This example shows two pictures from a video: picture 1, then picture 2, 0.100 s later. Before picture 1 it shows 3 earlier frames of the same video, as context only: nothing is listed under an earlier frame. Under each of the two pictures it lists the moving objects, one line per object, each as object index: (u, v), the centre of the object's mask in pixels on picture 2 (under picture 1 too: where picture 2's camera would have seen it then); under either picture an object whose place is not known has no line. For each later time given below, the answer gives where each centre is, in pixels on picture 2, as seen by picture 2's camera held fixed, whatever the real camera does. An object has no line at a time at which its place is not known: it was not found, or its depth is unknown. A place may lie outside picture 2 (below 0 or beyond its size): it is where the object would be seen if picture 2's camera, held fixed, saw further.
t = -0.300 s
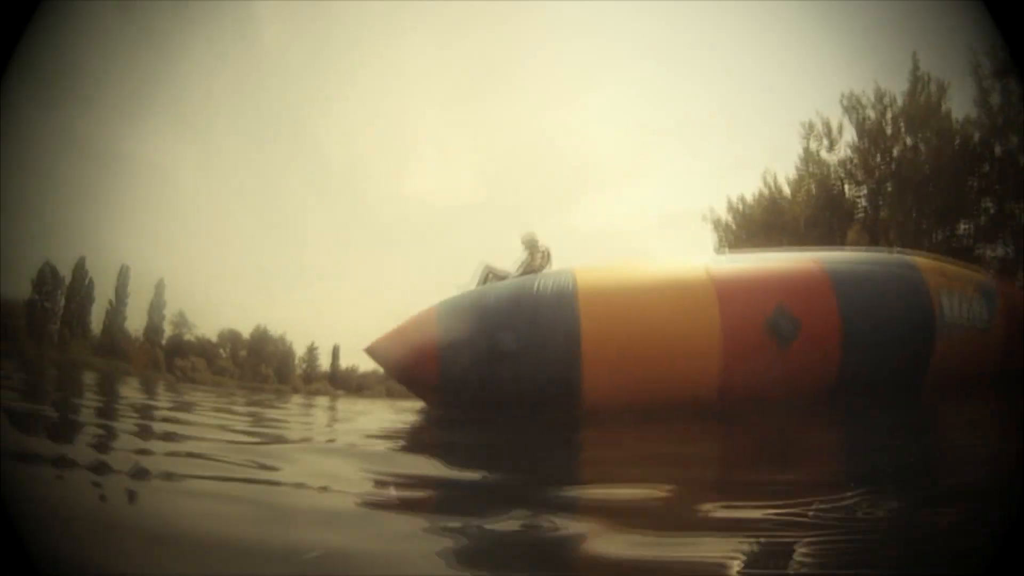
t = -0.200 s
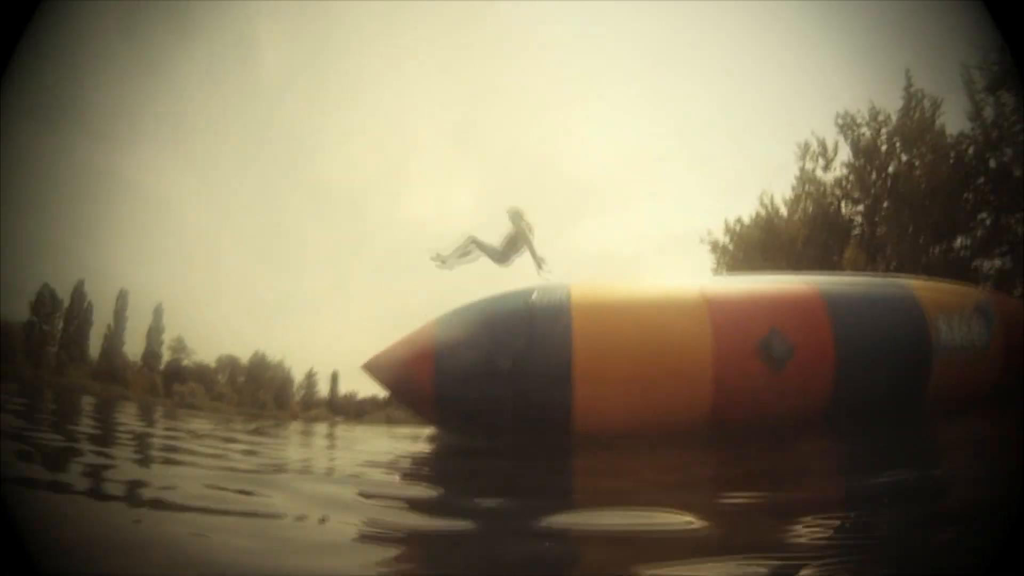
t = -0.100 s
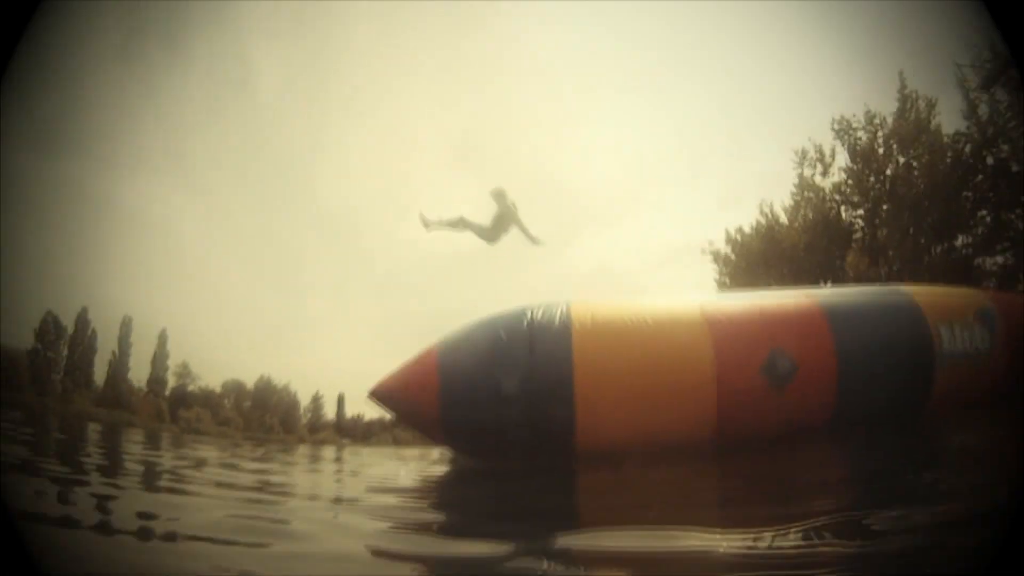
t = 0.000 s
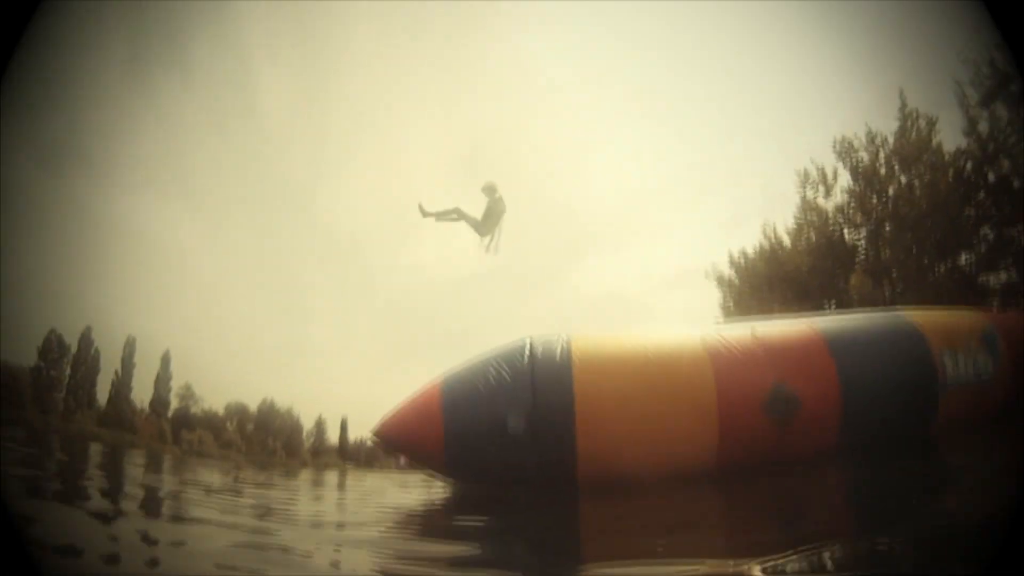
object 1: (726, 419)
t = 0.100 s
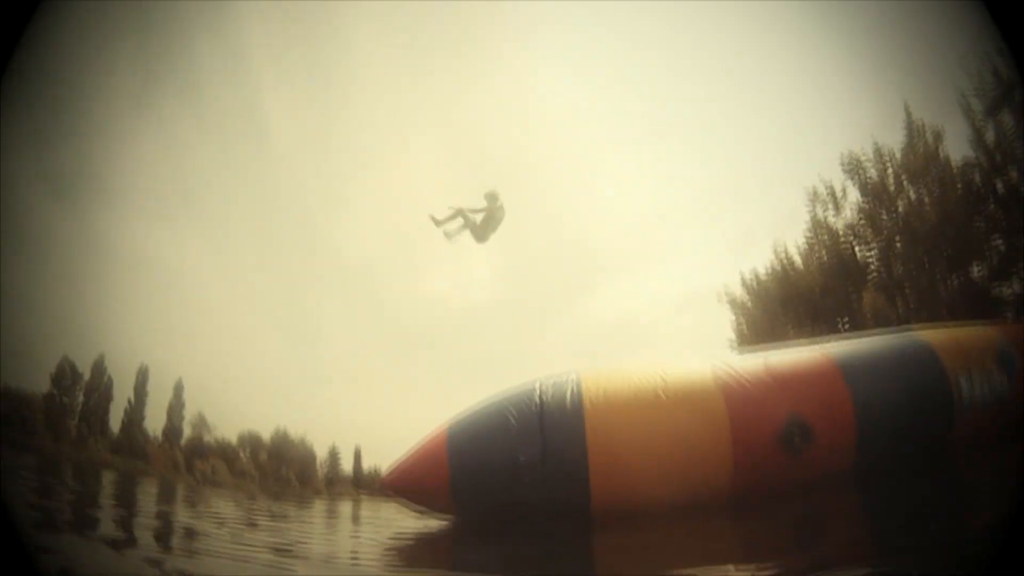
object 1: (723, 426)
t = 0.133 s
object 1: (713, 428)
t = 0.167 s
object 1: (717, 432)
